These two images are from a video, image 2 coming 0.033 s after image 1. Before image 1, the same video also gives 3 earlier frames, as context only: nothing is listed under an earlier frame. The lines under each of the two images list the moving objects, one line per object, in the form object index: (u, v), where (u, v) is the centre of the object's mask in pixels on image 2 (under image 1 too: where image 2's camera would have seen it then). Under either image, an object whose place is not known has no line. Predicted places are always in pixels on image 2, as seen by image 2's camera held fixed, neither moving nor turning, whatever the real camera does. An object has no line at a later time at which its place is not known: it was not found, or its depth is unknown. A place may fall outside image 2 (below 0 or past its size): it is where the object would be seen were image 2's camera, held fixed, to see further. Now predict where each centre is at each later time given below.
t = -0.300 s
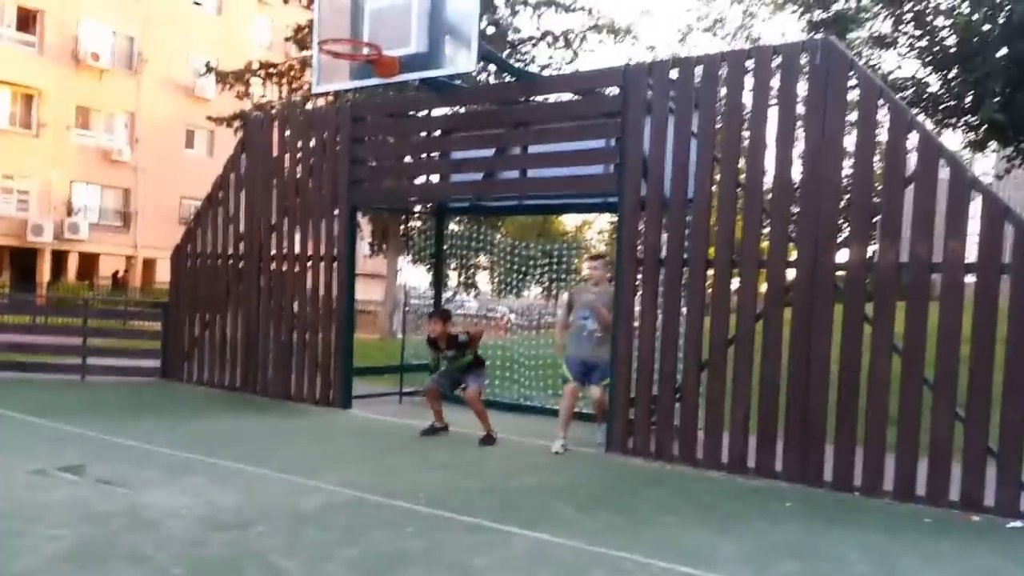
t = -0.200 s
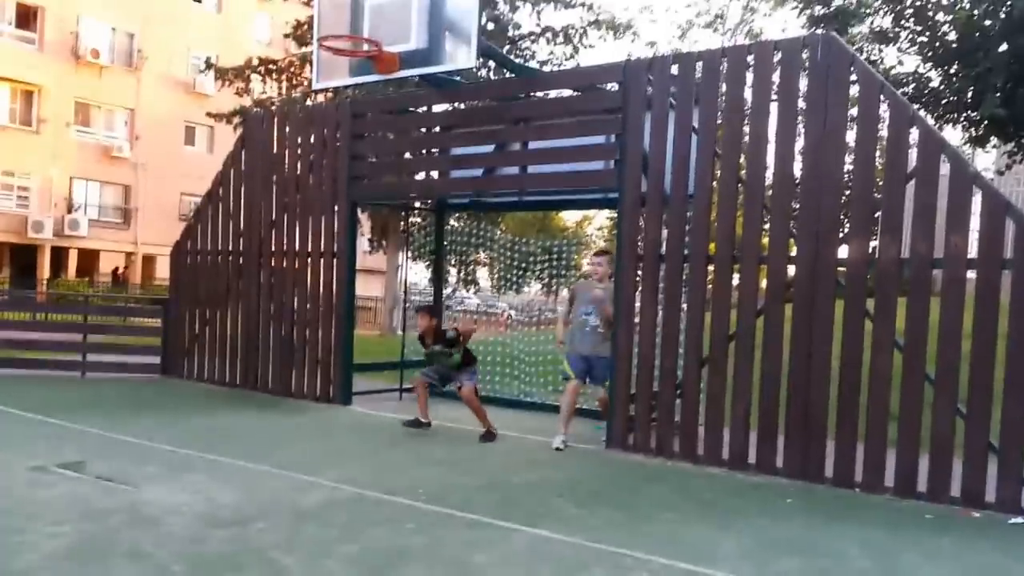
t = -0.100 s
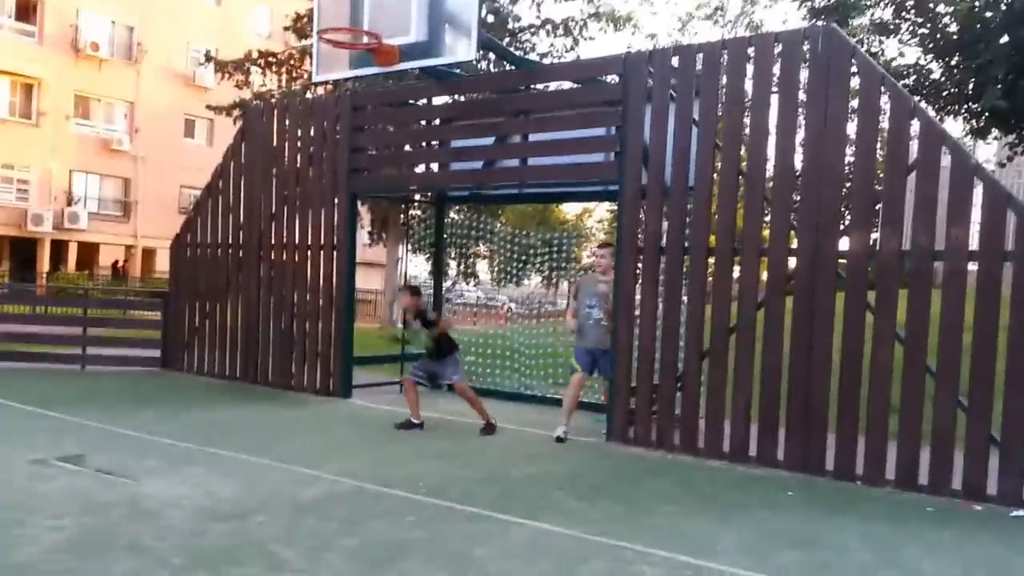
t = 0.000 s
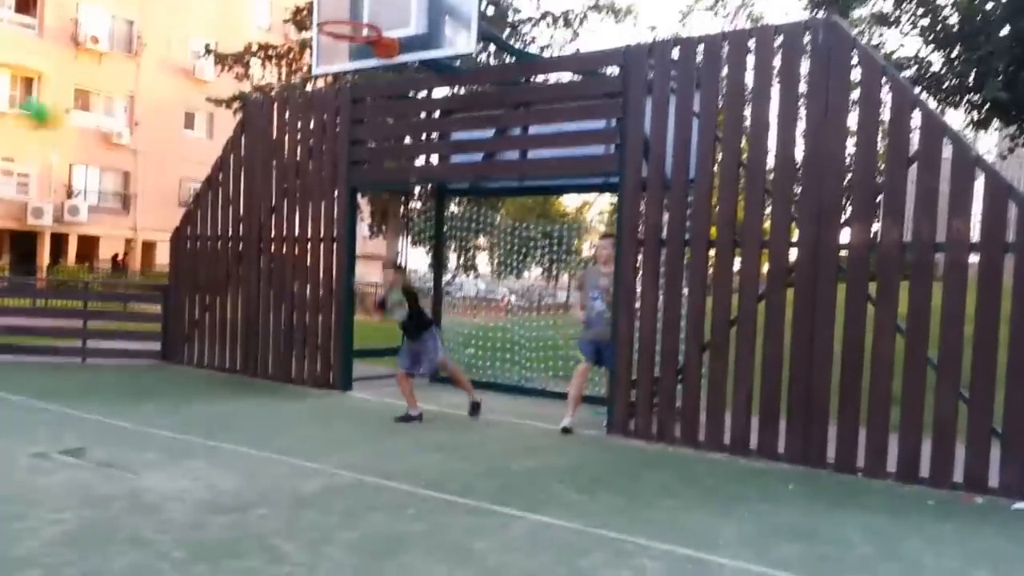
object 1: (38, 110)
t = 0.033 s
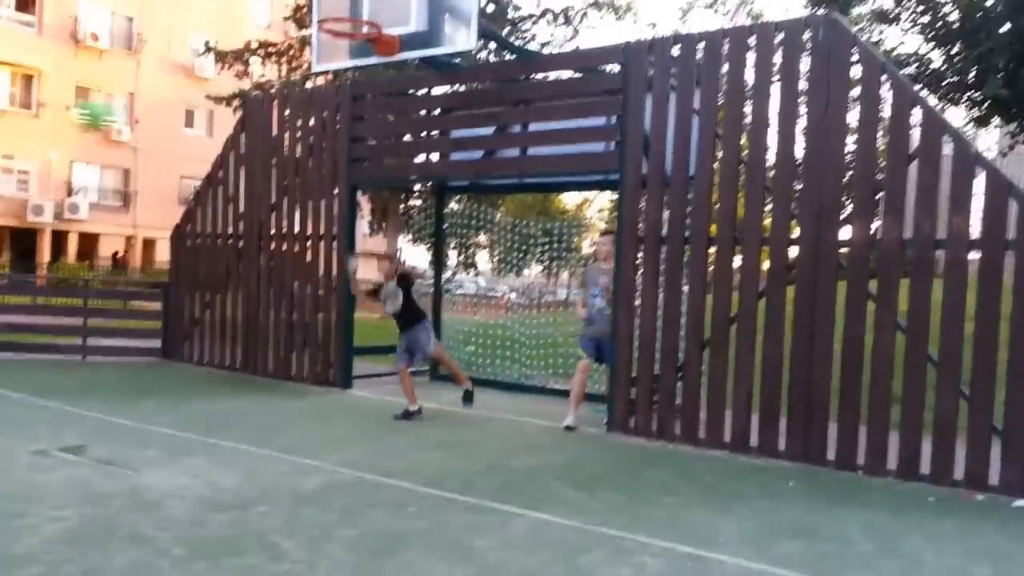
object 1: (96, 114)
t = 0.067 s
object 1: (144, 121)
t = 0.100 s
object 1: (188, 126)
